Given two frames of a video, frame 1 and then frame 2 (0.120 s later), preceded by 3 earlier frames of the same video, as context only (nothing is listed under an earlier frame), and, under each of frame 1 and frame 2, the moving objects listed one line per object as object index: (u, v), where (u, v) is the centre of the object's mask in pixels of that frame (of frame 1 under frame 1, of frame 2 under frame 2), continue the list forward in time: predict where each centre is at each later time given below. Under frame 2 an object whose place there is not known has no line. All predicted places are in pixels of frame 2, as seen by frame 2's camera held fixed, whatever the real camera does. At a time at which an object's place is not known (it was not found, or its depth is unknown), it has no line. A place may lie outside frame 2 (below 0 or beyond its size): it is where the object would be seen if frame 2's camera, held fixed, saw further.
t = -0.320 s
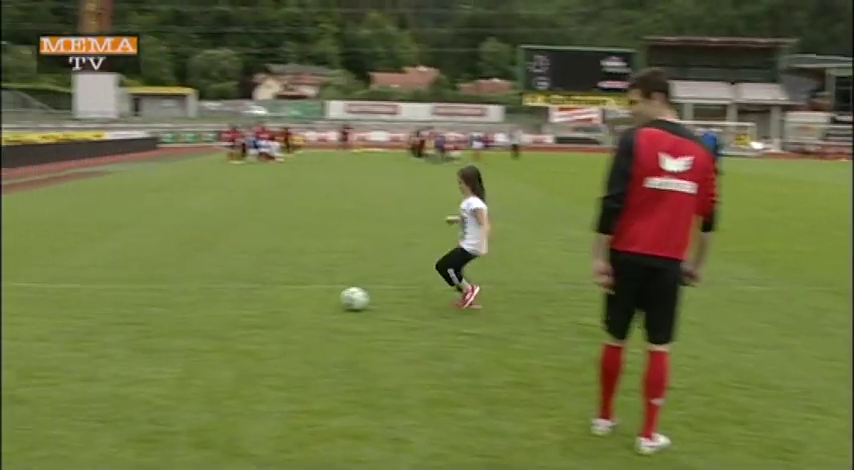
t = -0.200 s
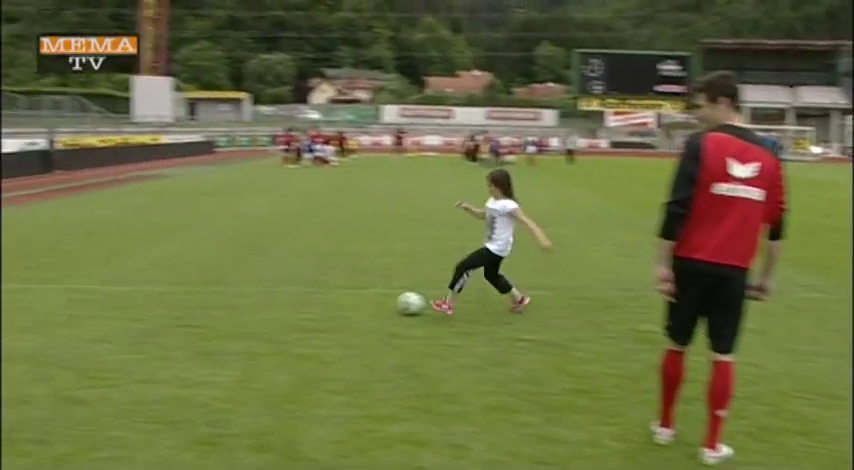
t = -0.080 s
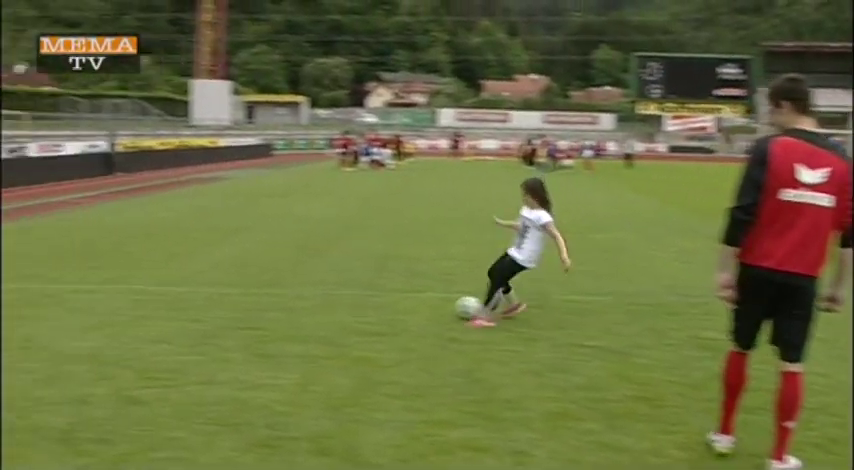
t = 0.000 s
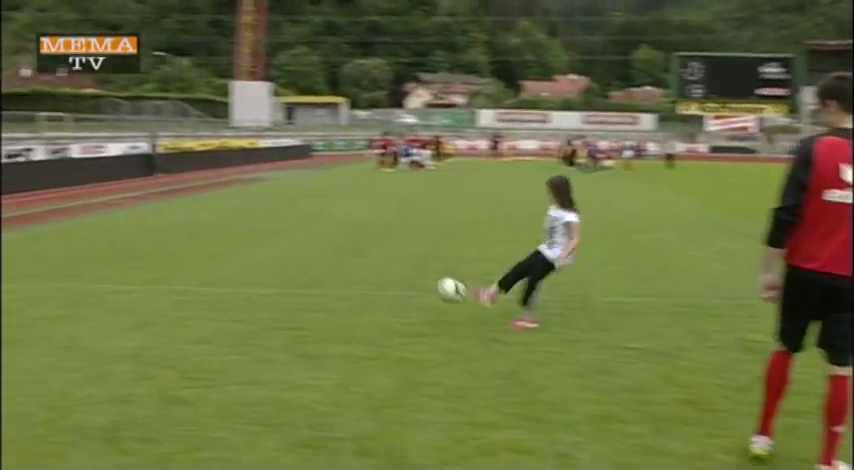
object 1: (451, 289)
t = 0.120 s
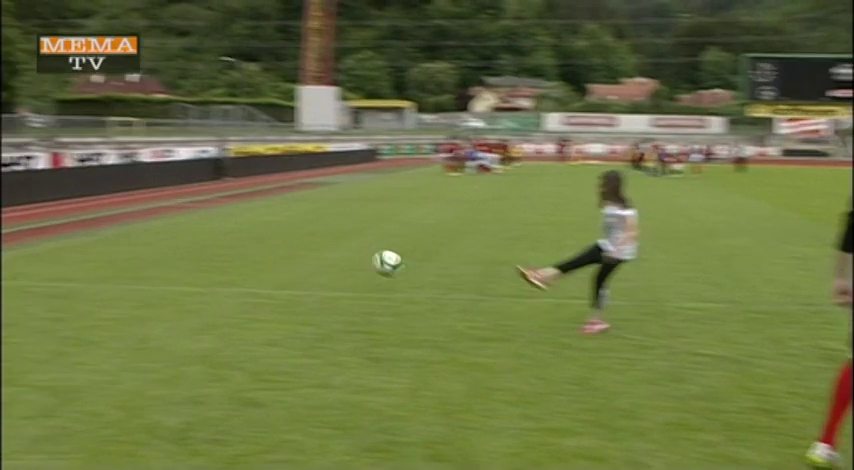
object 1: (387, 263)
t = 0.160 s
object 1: (343, 255)
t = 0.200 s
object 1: (298, 250)
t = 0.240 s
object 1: (253, 245)
